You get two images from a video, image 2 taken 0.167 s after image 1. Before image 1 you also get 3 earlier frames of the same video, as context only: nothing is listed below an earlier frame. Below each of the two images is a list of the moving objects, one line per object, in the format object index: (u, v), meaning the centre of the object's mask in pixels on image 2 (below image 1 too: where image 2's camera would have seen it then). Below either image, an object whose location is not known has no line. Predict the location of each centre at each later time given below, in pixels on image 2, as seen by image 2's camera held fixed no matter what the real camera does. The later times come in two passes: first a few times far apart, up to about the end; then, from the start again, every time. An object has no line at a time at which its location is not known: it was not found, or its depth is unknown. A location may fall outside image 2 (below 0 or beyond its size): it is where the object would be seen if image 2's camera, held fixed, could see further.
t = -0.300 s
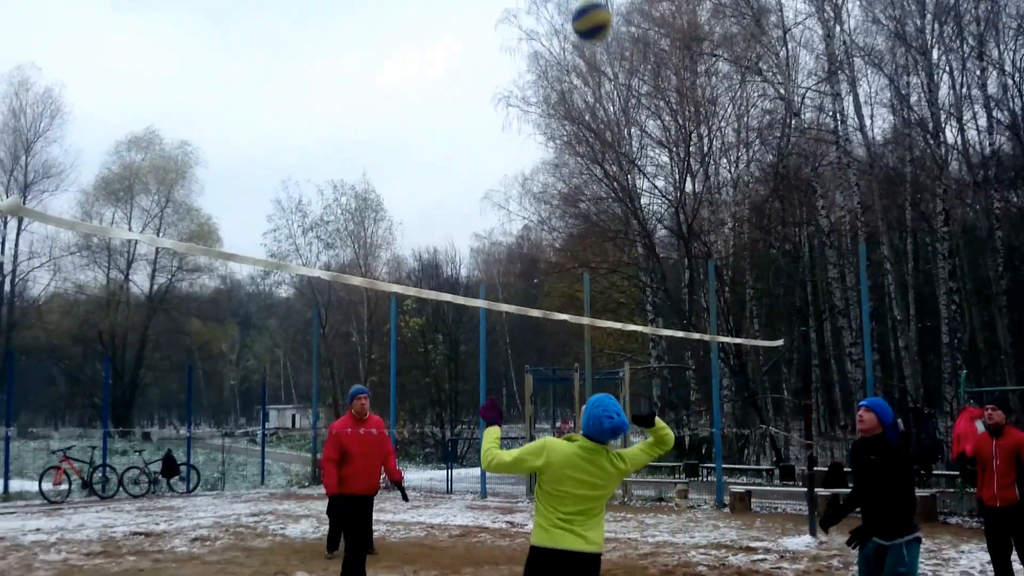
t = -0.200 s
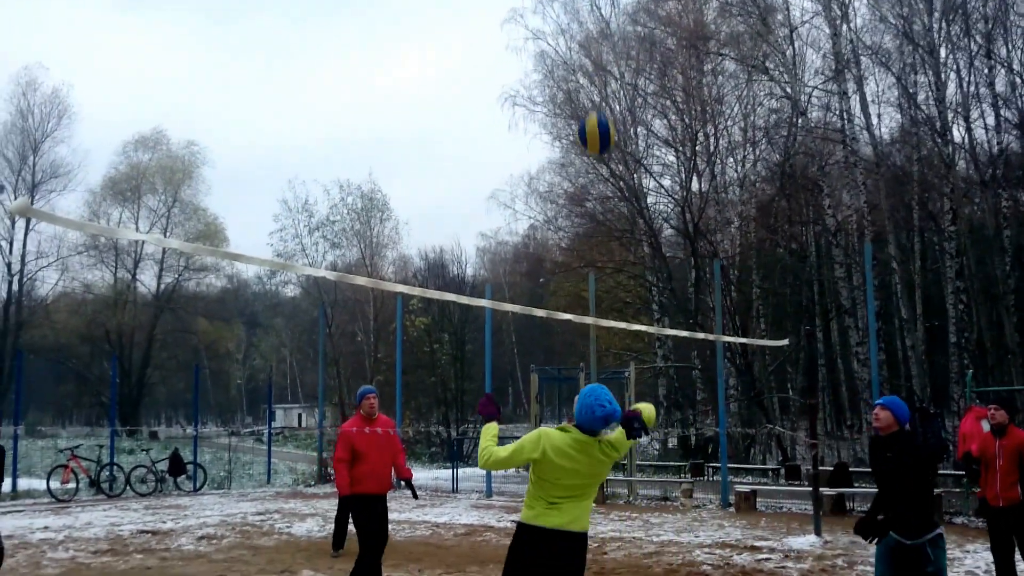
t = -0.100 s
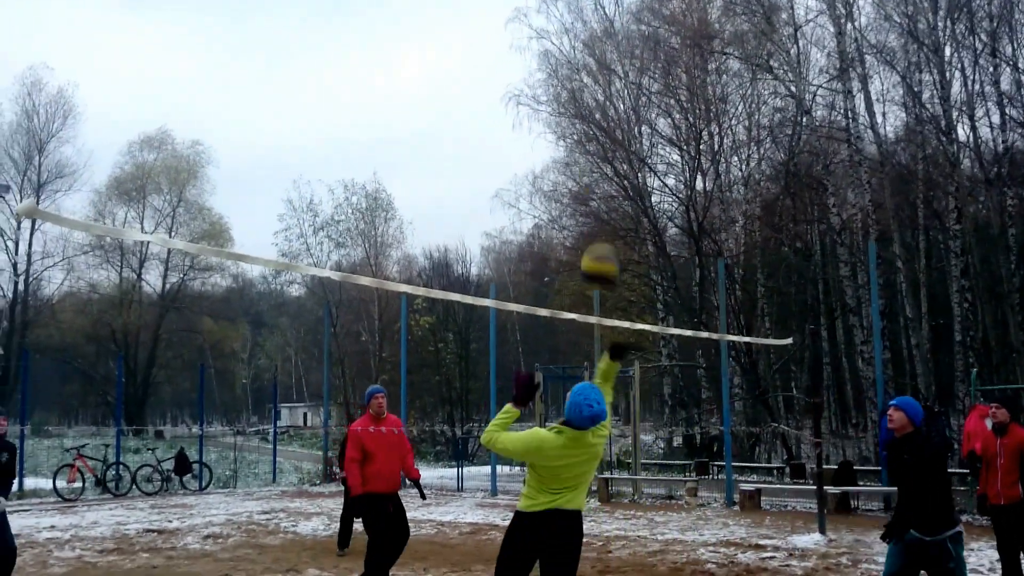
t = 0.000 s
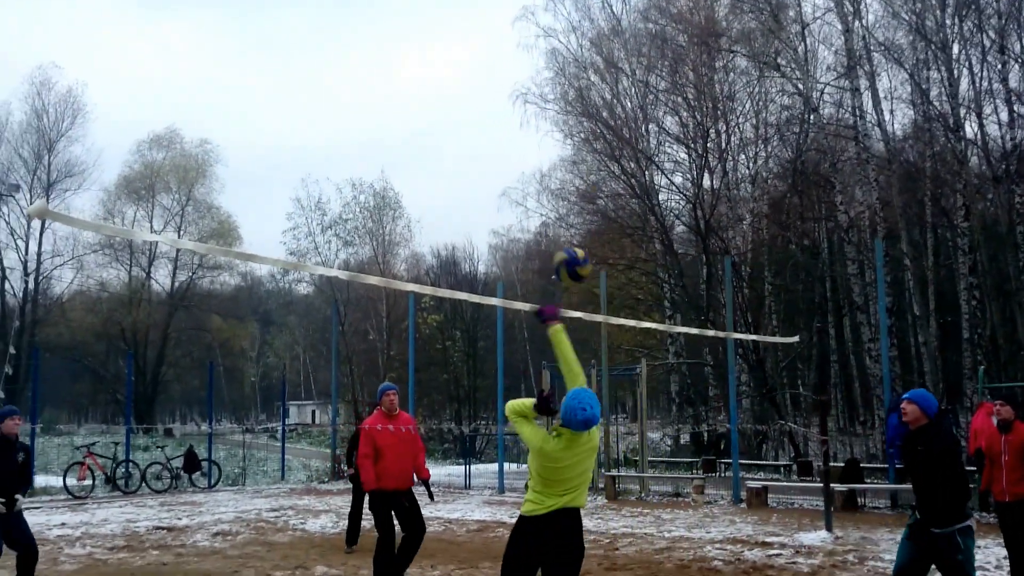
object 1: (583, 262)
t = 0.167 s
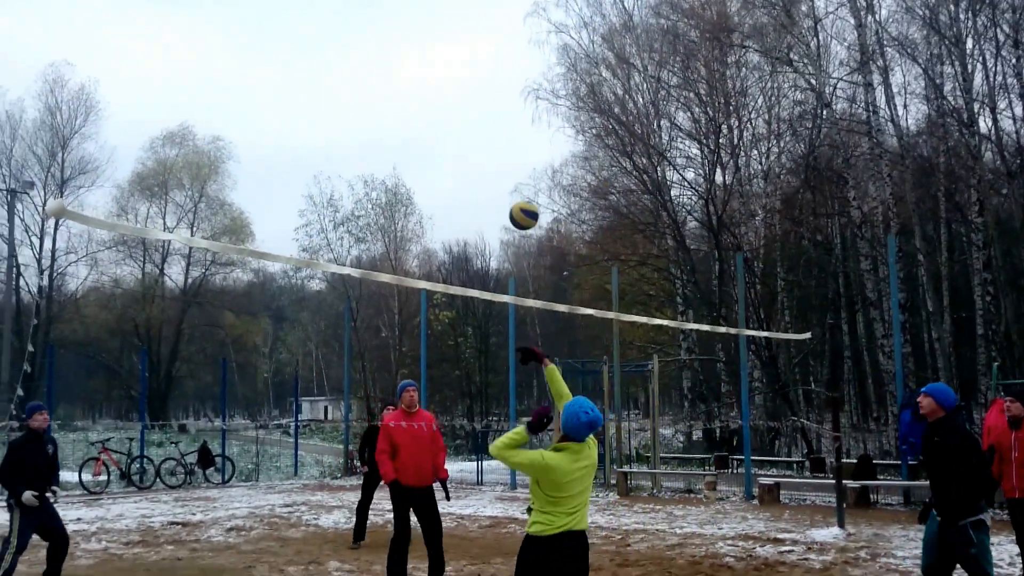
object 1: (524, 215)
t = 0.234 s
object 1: (506, 212)
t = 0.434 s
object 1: (465, 231)
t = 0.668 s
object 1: (435, 296)
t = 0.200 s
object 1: (514, 213)
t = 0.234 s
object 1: (506, 212)
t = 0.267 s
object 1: (498, 212)
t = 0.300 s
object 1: (490, 213)
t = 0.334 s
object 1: (483, 216)
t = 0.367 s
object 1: (477, 220)
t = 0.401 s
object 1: (470, 225)
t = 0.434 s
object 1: (465, 231)
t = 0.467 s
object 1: (459, 238)
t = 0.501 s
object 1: (454, 245)
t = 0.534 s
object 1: (450, 254)
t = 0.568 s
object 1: (446, 262)
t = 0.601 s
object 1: (442, 272)
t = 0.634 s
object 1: (440, 277)
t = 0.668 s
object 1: (435, 296)
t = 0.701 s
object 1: (433, 304)
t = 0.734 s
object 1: (430, 316)
